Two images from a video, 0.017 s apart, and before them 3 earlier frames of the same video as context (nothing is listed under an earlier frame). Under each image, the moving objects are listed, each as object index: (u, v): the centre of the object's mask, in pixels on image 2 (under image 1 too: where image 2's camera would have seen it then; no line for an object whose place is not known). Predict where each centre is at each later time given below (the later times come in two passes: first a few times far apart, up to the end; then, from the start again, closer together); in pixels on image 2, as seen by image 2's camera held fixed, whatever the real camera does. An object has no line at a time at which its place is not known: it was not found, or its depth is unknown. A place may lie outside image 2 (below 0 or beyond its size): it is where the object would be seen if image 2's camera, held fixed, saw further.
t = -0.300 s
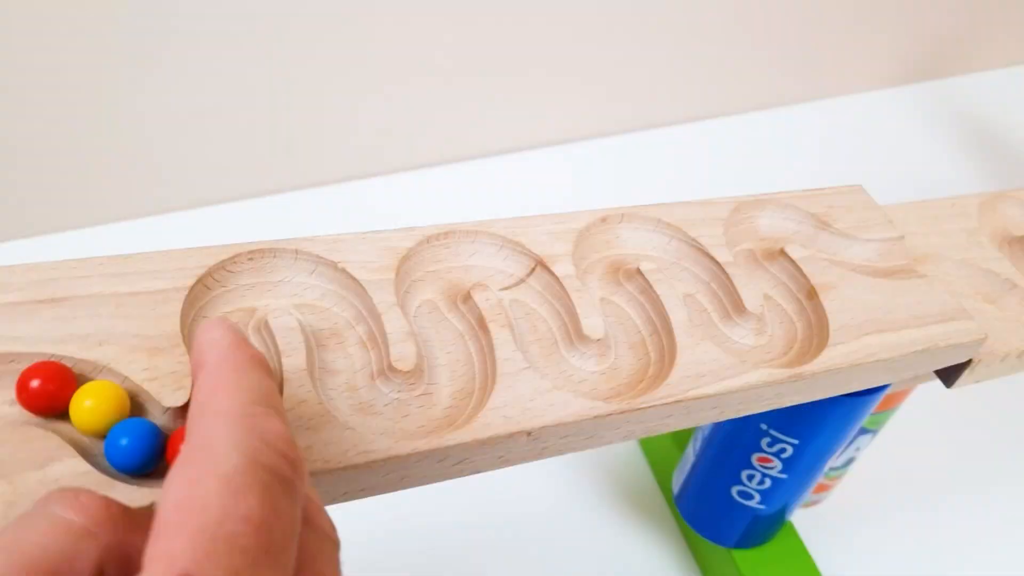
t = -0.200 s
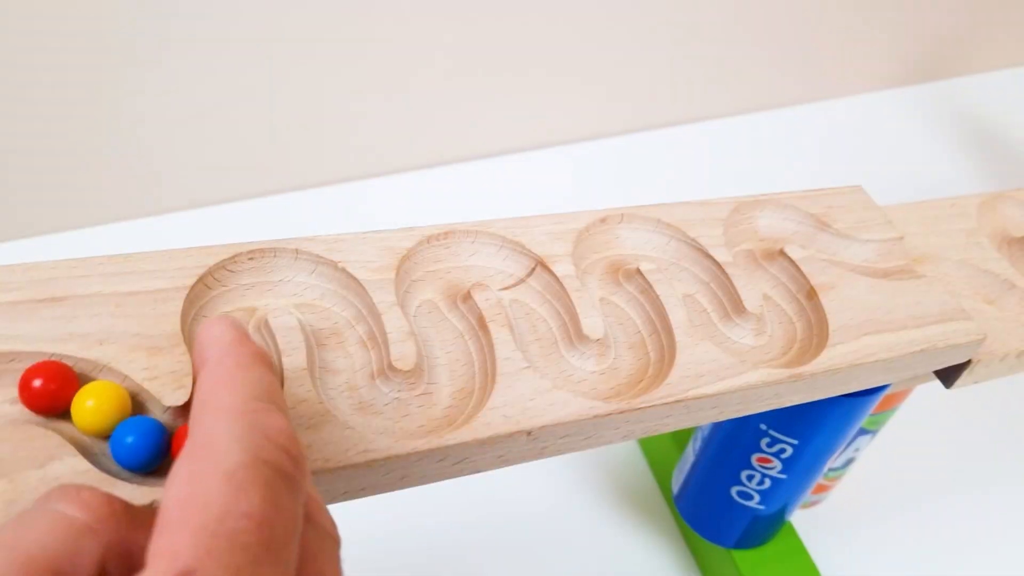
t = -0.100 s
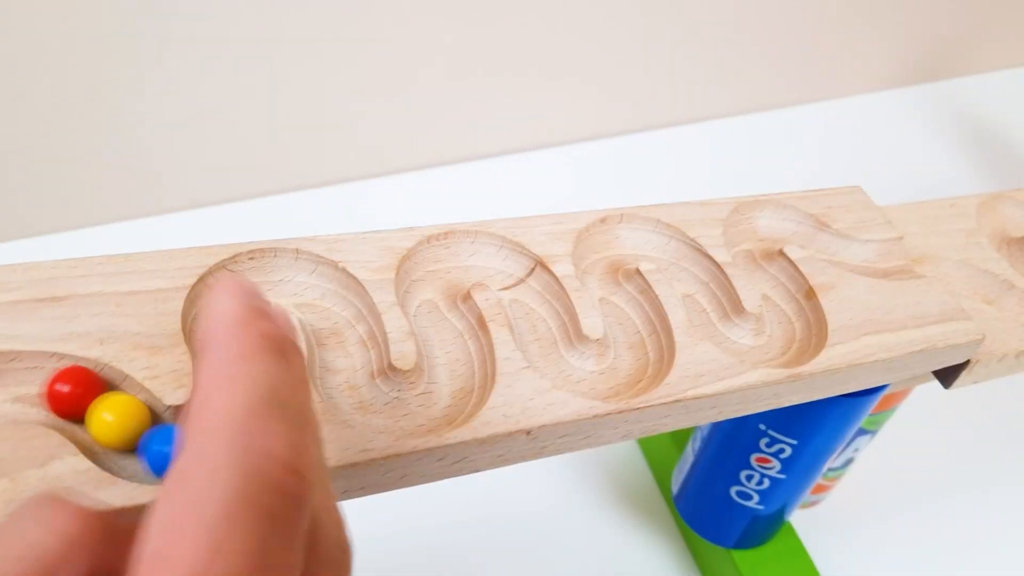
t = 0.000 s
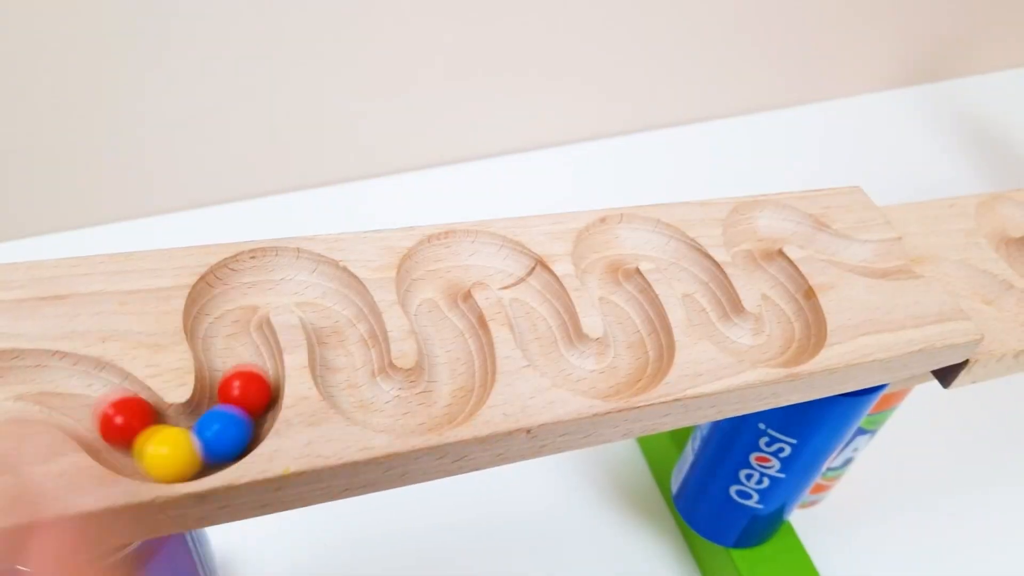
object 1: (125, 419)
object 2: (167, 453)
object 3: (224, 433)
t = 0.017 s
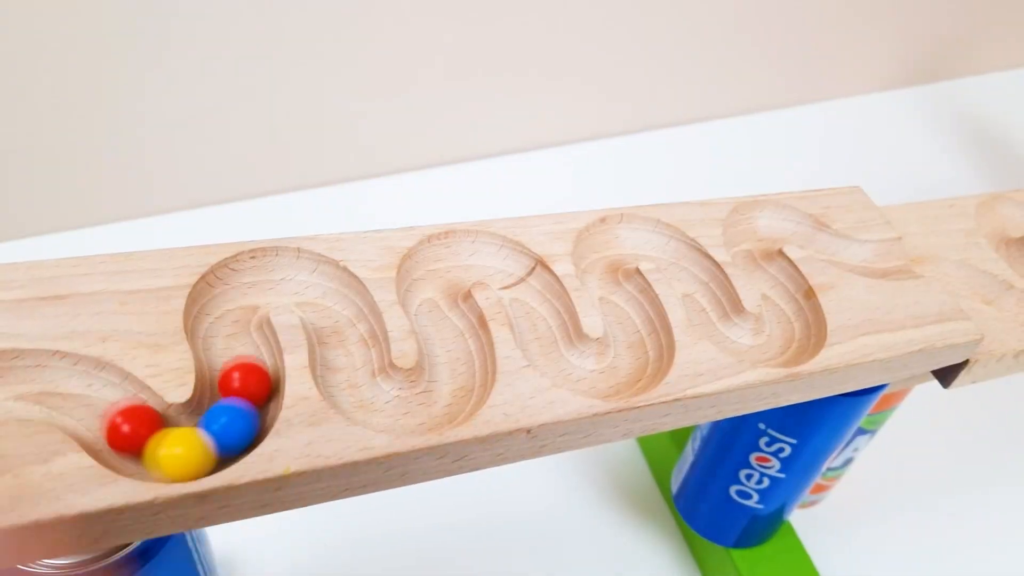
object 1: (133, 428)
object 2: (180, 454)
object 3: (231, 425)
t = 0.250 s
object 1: (249, 389)
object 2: (234, 347)
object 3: (225, 305)
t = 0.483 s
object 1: (222, 317)
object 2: (282, 280)
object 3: (347, 320)
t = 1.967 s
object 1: (610, 283)
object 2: (706, 305)
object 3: (796, 335)
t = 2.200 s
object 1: (692, 265)
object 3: (750, 226)
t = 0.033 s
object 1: (139, 437)
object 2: (193, 452)
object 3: (238, 416)
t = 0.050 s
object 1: (149, 446)
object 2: (205, 448)
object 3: (245, 407)
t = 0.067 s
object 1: (160, 453)
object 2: (216, 441)
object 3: (249, 396)
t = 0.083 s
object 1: (173, 455)
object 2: (225, 433)
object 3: (252, 386)
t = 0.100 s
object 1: (188, 454)
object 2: (233, 424)
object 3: (251, 377)
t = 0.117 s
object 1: (200, 451)
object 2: (239, 416)
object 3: (249, 368)
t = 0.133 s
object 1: (210, 446)
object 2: (243, 408)
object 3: (245, 360)
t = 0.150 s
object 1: (219, 439)
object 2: (247, 399)
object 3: (239, 351)
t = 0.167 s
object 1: (226, 432)
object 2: (248, 389)
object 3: (234, 344)
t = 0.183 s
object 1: (233, 424)
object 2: (247, 380)
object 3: (229, 336)
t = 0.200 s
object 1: (239, 416)
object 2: (243, 371)
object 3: (226, 329)
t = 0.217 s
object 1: (244, 406)
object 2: (239, 363)
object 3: (224, 321)
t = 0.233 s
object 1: (247, 397)
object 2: (235, 355)
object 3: (224, 313)
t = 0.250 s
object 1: (249, 389)
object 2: (234, 347)
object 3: (225, 305)
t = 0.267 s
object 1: (248, 382)
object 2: (234, 340)
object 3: (229, 298)
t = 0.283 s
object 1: (246, 375)
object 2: (234, 332)
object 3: (234, 291)
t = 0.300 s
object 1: (243, 369)
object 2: (233, 325)
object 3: (242, 285)
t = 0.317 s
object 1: (239, 363)
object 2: (230, 319)
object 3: (251, 282)
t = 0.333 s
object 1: (236, 356)
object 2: (227, 313)
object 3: (261, 279)
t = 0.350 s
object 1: (235, 350)
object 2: (225, 307)
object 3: (271, 277)
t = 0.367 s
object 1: (235, 343)
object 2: (225, 302)
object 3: (283, 276)
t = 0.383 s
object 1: (236, 337)
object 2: (226, 296)
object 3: (296, 276)
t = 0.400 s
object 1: (235, 333)
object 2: (231, 292)
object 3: (308, 278)
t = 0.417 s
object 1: (233, 330)
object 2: (240, 288)
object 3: (320, 284)
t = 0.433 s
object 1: (230, 326)
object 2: (249, 287)
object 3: (330, 290)
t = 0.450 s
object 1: (225, 323)
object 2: (258, 285)
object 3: (337, 299)
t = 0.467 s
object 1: (223, 320)
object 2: (270, 282)
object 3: (344, 309)
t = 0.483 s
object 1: (222, 317)
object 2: (282, 280)
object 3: (347, 320)
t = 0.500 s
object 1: (223, 315)
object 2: (295, 278)
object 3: (349, 332)
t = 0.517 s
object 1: (226, 313)
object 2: (307, 278)
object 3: (350, 345)
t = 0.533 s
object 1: (230, 310)
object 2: (317, 280)
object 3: (349, 359)
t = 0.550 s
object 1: (234, 307)
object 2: (326, 286)
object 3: (349, 372)
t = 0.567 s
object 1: (238, 304)
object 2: (331, 293)
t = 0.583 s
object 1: (240, 301)
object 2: (336, 305)
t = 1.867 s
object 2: (673, 245)
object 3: (739, 341)
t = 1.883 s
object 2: (681, 252)
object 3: (749, 345)
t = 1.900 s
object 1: (636, 320)
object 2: (687, 262)
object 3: (758, 347)
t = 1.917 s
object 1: (628, 312)
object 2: (692, 273)
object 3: (769, 347)
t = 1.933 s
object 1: (621, 302)
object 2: (697, 283)
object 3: (779, 346)
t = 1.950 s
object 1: (615, 292)
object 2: (701, 294)
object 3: (788, 342)
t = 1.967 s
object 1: (610, 283)
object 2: (706, 305)
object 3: (796, 335)
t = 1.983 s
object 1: (606, 274)
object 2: (711, 314)
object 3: (801, 327)
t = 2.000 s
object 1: (603, 265)
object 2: (717, 323)
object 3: (802, 318)
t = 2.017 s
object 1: (601, 257)
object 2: (725, 332)
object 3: (798, 310)
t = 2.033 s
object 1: (600, 249)
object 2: (734, 338)
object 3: (791, 302)
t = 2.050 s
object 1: (603, 243)
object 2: (743, 343)
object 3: (783, 293)
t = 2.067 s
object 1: (608, 240)
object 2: (754, 347)
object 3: (774, 282)
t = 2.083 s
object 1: (616, 239)
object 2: (764, 347)
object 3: (767, 273)
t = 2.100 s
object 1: (625, 239)
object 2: (775, 347)
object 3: (760, 265)
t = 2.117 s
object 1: (638, 240)
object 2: (785, 343)
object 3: (754, 256)
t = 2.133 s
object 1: (651, 242)
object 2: (794, 339)
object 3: (748, 248)
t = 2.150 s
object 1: (667, 245)
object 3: (744, 238)
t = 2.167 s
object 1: (678, 250)
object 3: (743, 232)
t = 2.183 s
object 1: (686, 256)
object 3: (745, 228)
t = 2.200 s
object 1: (692, 265)
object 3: (750, 226)
